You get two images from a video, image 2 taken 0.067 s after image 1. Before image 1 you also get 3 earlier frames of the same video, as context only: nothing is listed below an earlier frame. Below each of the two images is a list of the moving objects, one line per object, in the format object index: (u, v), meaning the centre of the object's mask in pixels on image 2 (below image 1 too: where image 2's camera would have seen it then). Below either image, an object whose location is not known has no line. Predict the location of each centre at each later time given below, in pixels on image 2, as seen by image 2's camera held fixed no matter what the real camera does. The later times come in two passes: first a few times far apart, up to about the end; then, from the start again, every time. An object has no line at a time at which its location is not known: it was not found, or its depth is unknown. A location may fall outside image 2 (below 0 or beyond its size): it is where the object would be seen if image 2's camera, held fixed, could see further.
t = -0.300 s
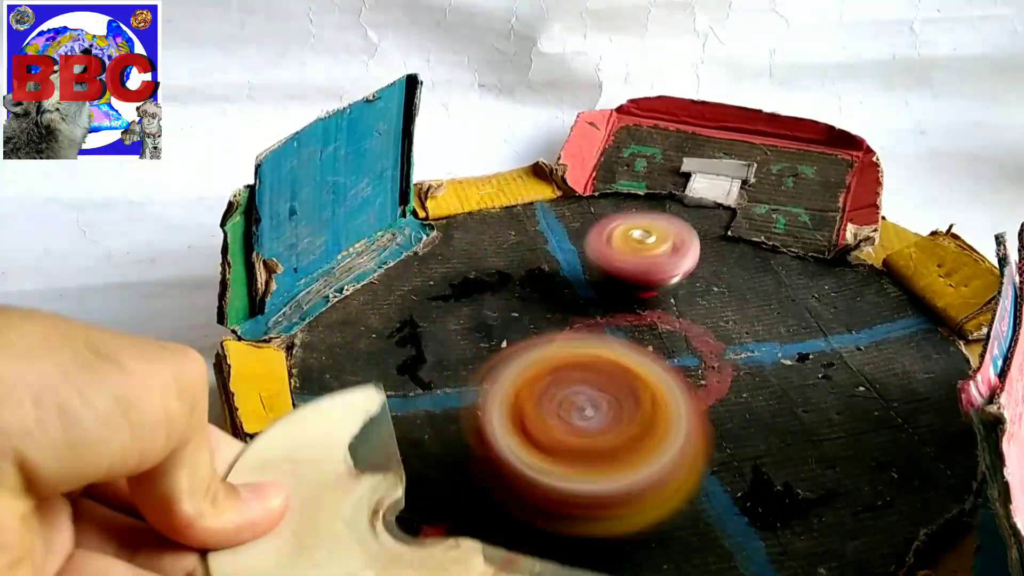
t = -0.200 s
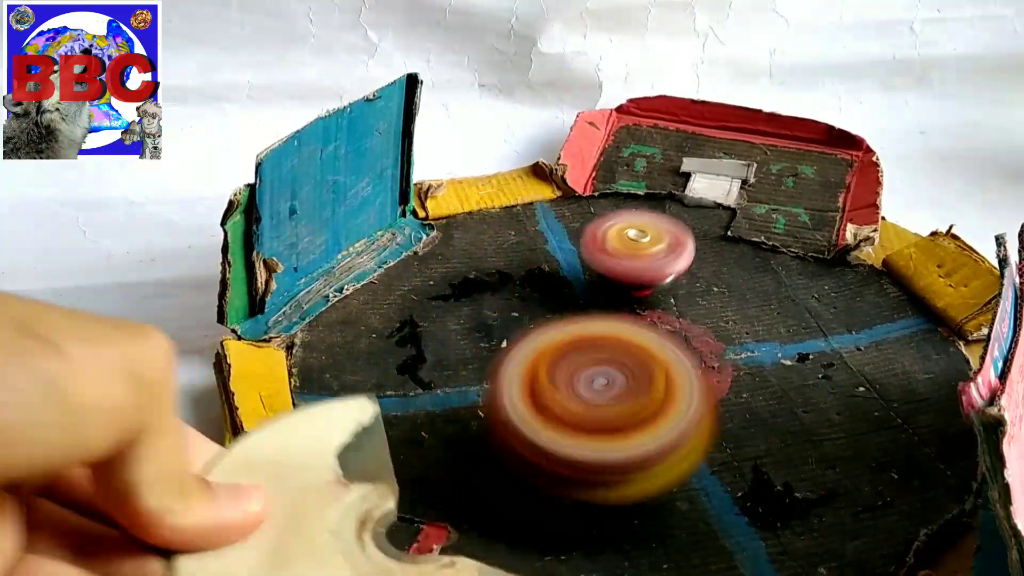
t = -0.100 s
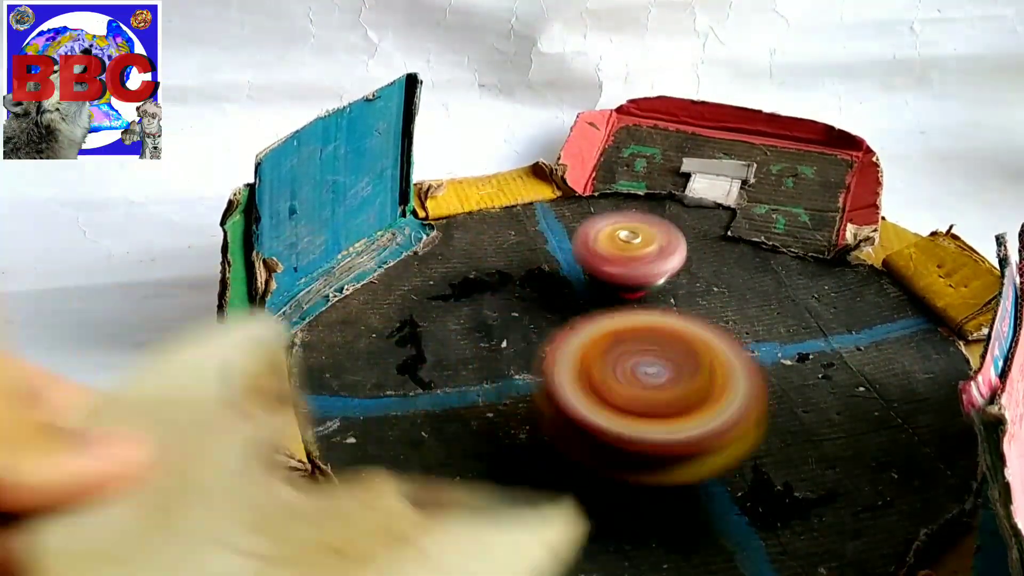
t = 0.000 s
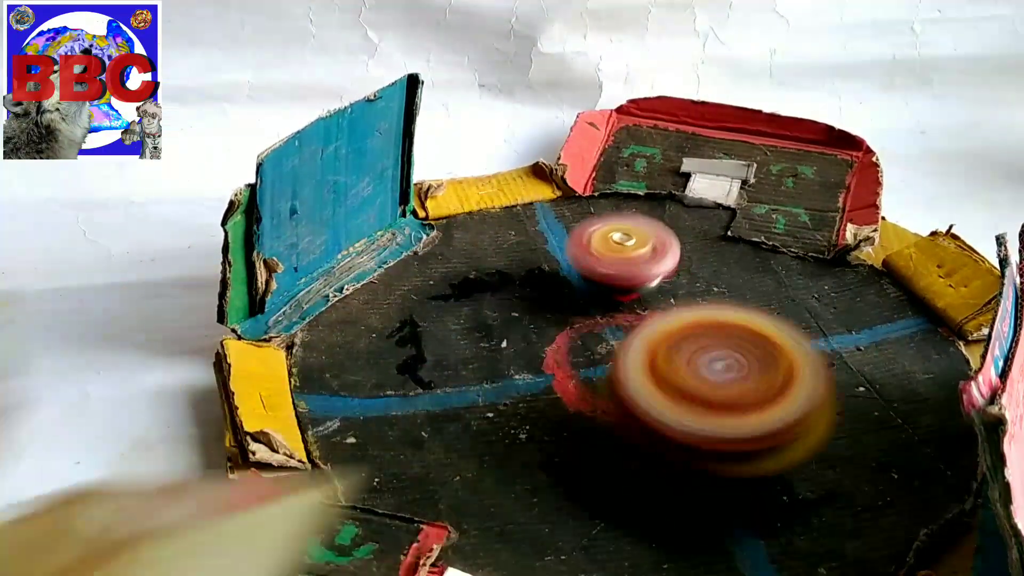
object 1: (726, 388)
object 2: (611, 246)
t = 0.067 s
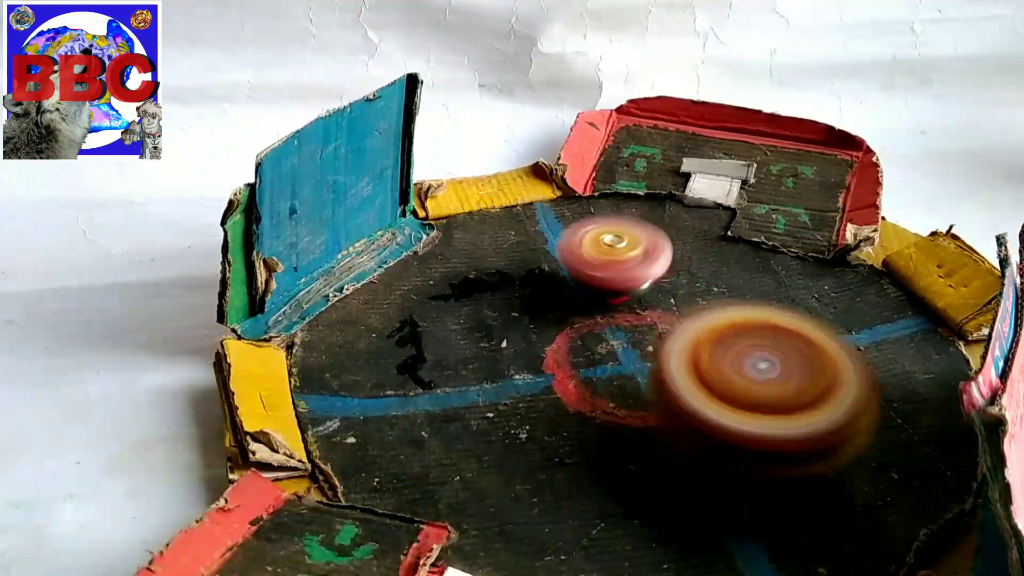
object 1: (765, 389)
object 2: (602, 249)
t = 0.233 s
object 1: (856, 367)
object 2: (581, 265)
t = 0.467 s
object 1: (835, 299)
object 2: (586, 292)
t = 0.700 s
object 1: (783, 289)
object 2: (612, 299)
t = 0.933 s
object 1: (871, 276)
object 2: (499, 243)
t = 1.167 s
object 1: (883, 276)
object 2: (406, 217)
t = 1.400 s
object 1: (841, 282)
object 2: (439, 250)
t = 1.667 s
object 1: (810, 308)
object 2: (545, 260)
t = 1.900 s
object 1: (729, 324)
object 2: (633, 242)
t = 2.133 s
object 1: (675, 340)
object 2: (660, 215)
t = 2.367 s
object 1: (637, 353)
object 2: (661, 207)
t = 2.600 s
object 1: (617, 357)
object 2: (647, 215)
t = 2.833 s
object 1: (611, 356)
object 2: (621, 237)
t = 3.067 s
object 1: (599, 359)
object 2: (595, 261)
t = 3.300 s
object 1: (575, 361)
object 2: (614, 259)
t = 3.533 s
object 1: (555, 362)
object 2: (613, 265)
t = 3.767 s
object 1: (544, 340)
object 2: (644, 267)
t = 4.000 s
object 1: (552, 331)
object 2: (660, 261)
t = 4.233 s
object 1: (562, 338)
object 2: (690, 275)
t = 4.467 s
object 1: (569, 329)
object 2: (679, 272)
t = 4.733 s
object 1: (580, 344)
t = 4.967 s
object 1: (571, 333)
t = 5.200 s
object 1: (582, 337)
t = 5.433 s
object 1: (574, 337)
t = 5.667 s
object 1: (558, 326)
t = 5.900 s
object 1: (574, 337)
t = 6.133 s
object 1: (555, 341)
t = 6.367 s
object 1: (594, 343)
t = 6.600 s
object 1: (549, 350)
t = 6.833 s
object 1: (544, 325)
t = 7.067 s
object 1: (520, 363)
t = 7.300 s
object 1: (555, 380)
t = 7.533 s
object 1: (536, 376)
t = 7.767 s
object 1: (518, 360)
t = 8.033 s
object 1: (526, 334)
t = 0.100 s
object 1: (782, 388)
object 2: (598, 251)
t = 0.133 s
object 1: (805, 385)
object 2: (597, 254)
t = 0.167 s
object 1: (828, 387)
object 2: (591, 256)
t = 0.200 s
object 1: (839, 378)
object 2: (588, 260)
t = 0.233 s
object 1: (856, 367)
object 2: (581, 265)
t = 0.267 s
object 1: (875, 356)
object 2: (578, 269)
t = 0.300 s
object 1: (890, 346)
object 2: (579, 275)
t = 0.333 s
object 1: (900, 338)
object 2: (580, 280)
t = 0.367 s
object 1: (886, 324)
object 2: (582, 283)
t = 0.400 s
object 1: (865, 320)
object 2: (583, 286)
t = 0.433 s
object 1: (847, 308)
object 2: (584, 289)
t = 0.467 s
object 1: (835, 299)
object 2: (586, 292)
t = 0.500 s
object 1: (836, 283)
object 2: (589, 294)
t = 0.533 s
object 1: (846, 276)
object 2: (593, 298)
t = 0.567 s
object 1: (850, 278)
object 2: (599, 301)
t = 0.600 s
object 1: (841, 282)
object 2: (608, 300)
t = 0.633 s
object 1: (823, 285)
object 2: (608, 299)
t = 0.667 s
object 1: (802, 287)
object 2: (613, 299)
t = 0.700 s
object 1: (783, 289)
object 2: (612, 299)
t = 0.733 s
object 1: (803, 298)
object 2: (599, 291)
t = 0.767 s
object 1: (810, 304)
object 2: (580, 282)
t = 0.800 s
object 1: (814, 302)
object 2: (568, 274)
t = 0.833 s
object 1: (824, 296)
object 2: (550, 265)
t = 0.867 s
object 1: (839, 288)
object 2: (533, 256)
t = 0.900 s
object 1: (858, 282)
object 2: (516, 249)
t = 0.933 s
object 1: (871, 276)
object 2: (499, 243)
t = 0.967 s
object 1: (881, 275)
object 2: (491, 240)
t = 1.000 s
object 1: (887, 276)
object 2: (475, 235)
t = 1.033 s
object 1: (889, 278)
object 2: (457, 228)
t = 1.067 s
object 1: (890, 279)
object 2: (443, 224)
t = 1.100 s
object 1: (886, 277)
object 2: (430, 221)
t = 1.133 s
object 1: (882, 274)
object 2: (418, 219)
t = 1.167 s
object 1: (883, 276)
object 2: (406, 217)
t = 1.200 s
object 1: (882, 277)
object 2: (404, 220)
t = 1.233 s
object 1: (872, 277)
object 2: (403, 227)
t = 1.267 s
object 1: (861, 277)
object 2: (408, 232)
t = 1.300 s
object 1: (857, 279)
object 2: (415, 236)
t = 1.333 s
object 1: (854, 281)
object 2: (420, 244)
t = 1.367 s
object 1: (848, 282)
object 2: (428, 246)
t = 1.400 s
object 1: (841, 282)
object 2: (439, 250)
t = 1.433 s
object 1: (836, 282)
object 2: (448, 255)
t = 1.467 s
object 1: (833, 284)
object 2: (461, 258)
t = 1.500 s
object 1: (832, 285)
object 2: (474, 258)
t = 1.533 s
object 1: (832, 287)
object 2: (488, 261)
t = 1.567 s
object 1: (831, 292)
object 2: (501, 261)
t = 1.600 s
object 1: (829, 299)
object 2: (520, 260)
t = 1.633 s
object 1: (820, 304)
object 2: (535, 261)
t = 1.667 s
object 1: (810, 308)
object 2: (545, 260)
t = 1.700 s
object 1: (799, 311)
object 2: (560, 259)
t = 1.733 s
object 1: (786, 313)
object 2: (572, 260)
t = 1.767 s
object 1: (775, 316)
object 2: (586, 259)
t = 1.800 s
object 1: (762, 316)
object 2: (601, 256)
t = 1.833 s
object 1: (751, 316)
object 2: (615, 253)
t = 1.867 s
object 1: (741, 320)
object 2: (625, 248)
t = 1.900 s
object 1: (729, 324)
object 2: (633, 242)
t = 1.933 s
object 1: (720, 328)
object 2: (644, 235)
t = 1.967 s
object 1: (710, 333)
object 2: (649, 229)
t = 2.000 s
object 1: (699, 333)
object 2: (655, 226)
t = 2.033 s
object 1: (690, 336)
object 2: (658, 223)
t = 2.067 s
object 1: (687, 341)
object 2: (660, 221)
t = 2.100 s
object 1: (680, 341)
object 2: (665, 217)
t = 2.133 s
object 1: (675, 340)
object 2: (660, 215)
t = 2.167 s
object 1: (667, 338)
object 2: (665, 211)
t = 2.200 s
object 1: (662, 338)
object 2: (665, 211)
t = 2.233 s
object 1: (660, 338)
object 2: (668, 211)
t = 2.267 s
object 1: (652, 343)
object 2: (667, 209)
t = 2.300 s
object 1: (648, 346)
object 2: (665, 208)
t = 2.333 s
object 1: (643, 349)
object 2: (665, 208)
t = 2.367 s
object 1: (637, 353)
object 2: (661, 207)
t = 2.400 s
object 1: (629, 354)
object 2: (660, 206)
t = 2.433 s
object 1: (618, 356)
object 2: (659, 207)
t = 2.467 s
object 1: (614, 359)
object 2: (662, 206)
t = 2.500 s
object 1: (611, 355)
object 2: (656, 209)
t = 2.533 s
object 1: (607, 352)
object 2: (652, 211)
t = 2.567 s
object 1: (611, 353)
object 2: (648, 212)
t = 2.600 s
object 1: (617, 357)
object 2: (647, 215)
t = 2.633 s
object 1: (616, 357)
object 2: (642, 218)
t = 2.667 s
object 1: (612, 357)
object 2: (638, 220)
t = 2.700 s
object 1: (610, 358)
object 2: (632, 224)
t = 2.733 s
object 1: (612, 355)
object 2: (630, 229)
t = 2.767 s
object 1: (611, 356)
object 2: (628, 231)
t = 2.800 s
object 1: (611, 358)
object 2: (622, 235)
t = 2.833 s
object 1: (611, 356)
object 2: (621, 237)
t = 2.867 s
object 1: (608, 356)
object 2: (617, 241)
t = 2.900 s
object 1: (609, 356)
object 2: (612, 246)
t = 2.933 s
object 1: (608, 354)
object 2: (606, 249)
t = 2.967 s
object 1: (608, 356)
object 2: (604, 252)
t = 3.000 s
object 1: (610, 356)
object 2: (598, 257)
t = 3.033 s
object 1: (605, 354)
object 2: (591, 261)
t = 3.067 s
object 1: (599, 359)
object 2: (595, 261)
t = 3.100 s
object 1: (584, 360)
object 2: (599, 263)
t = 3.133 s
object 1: (575, 363)
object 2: (610, 264)
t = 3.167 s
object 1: (577, 355)
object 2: (624, 265)
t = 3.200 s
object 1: (574, 359)
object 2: (608, 262)
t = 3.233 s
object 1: (578, 358)
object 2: (614, 262)
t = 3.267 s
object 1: (574, 362)
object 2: (625, 265)
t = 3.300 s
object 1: (575, 361)
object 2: (614, 259)
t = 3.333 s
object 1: (568, 363)
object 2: (612, 261)
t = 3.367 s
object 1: (573, 363)
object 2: (612, 263)
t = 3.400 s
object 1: (565, 365)
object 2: (613, 260)
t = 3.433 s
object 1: (565, 364)
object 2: (612, 261)
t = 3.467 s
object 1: (557, 364)
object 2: (611, 264)
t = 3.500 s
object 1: (561, 362)
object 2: (624, 271)
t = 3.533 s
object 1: (555, 362)
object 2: (613, 265)
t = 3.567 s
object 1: (559, 359)
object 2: (613, 267)
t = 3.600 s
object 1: (554, 358)
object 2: (617, 267)
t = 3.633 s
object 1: (558, 355)
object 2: (619, 267)
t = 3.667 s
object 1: (556, 354)
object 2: (622, 268)
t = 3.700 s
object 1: (557, 351)
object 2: (629, 268)
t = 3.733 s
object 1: (550, 349)
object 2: (635, 266)
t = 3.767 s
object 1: (544, 340)
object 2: (644, 267)
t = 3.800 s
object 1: (548, 338)
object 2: (637, 265)
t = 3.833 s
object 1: (545, 336)
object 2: (647, 266)
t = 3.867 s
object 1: (554, 336)
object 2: (658, 264)
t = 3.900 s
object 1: (549, 337)
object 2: (662, 274)
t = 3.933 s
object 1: (549, 333)
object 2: (655, 266)
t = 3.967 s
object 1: (555, 332)
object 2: (656, 267)
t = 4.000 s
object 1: (552, 331)
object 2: (660, 261)
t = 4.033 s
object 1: (562, 333)
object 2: (661, 267)
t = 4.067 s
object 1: (557, 334)
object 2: (664, 267)
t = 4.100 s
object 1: (561, 331)
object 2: (671, 271)
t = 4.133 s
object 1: (562, 332)
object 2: (671, 271)
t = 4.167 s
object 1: (560, 331)
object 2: (673, 277)
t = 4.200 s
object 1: (567, 336)
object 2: (674, 272)
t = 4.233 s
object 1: (562, 338)
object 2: (690, 275)
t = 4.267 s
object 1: (562, 335)
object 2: (683, 275)
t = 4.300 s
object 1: (561, 335)
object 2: (683, 283)
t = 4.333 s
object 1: (562, 332)
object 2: (668, 277)
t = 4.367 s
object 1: (567, 336)
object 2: (672, 273)
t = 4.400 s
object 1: (561, 336)
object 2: (672, 272)
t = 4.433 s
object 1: (562, 329)
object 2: (682, 277)
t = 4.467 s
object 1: (569, 329)
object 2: (679, 272)
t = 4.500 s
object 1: (576, 329)
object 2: (699, 270)
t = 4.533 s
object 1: (586, 337)
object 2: (712, 271)
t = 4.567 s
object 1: (580, 343)
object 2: (701, 279)
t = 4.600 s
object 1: (573, 343)
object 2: (686, 280)
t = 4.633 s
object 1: (578, 339)
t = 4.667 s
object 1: (573, 340)
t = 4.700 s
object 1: (573, 339)
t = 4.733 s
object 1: (580, 344)
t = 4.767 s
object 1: (572, 351)
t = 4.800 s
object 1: (566, 347)
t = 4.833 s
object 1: (559, 349)
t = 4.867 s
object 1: (555, 340)
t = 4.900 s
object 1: (563, 331)
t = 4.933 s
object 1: (567, 334)
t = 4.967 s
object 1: (571, 333)
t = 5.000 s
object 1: (576, 338)
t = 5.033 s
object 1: (571, 343)
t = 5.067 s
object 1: (566, 340)
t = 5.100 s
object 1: (567, 337)
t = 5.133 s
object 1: (566, 336)
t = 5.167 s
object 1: (569, 331)
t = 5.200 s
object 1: (582, 337)
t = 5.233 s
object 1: (581, 344)
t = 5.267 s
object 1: (577, 345)
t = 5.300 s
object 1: (578, 345)
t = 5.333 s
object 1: (567, 347)
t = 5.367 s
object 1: (565, 339)
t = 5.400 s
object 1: (575, 334)
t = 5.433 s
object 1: (574, 337)
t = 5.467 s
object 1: (571, 338)
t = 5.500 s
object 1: (576, 342)
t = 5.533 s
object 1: (565, 347)
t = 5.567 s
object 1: (559, 343)
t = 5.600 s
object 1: (561, 334)
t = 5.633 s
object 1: (554, 335)
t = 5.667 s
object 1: (558, 326)
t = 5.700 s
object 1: (570, 324)
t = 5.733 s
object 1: (574, 329)
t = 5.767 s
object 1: (577, 329)
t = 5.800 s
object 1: (583, 337)
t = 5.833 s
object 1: (580, 339)
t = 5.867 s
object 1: (572, 340)
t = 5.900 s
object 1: (574, 337)
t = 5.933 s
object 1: (574, 338)
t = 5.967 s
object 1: (572, 340)
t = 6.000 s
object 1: (574, 341)
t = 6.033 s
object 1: (572, 344)
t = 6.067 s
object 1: (564, 348)
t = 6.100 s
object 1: (556, 344)
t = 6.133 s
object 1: (555, 341)
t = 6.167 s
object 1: (548, 337)
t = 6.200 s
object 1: (550, 324)
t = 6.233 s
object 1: (569, 319)
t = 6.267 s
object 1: (579, 322)
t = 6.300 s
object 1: (590, 327)
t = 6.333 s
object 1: (597, 338)
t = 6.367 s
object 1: (594, 343)
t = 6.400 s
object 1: (583, 349)
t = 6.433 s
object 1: (579, 349)
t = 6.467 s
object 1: (577, 353)
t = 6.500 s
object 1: (567, 357)
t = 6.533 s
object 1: (558, 356)
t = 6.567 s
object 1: (552, 350)
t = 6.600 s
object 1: (549, 350)
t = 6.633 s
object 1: (544, 344)
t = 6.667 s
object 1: (544, 337)
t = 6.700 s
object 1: (544, 329)
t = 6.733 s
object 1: (550, 327)
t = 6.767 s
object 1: (549, 329)
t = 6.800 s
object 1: (547, 327)
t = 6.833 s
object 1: (544, 325)
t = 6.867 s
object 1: (540, 325)
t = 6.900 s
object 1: (534, 329)
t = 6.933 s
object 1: (525, 336)
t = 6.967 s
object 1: (519, 343)
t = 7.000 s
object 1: (516, 351)
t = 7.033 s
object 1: (517, 358)
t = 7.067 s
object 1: (520, 363)
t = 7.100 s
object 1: (524, 369)
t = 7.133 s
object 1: (529, 373)
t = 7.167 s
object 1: (535, 376)
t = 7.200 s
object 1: (541, 379)
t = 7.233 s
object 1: (549, 380)
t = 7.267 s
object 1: (553, 380)
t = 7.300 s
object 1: (555, 380)
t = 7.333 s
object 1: (556, 380)
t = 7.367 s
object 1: (556, 380)
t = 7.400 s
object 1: (554, 380)
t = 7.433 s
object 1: (551, 380)
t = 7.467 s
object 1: (545, 379)
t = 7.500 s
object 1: (540, 378)
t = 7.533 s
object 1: (536, 376)
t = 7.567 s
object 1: (531, 374)
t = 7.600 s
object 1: (528, 371)
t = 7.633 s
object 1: (525, 369)
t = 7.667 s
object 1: (523, 367)
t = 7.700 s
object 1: (521, 365)
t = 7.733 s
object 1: (520, 362)
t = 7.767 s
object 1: (518, 360)
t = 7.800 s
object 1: (517, 357)
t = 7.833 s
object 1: (517, 355)
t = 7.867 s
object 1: (516, 351)
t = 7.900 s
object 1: (516, 347)
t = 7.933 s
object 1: (519, 344)
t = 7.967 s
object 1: (520, 340)
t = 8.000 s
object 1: (523, 336)
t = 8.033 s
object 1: (526, 334)
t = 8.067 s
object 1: (529, 332)
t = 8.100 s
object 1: (530, 332)
